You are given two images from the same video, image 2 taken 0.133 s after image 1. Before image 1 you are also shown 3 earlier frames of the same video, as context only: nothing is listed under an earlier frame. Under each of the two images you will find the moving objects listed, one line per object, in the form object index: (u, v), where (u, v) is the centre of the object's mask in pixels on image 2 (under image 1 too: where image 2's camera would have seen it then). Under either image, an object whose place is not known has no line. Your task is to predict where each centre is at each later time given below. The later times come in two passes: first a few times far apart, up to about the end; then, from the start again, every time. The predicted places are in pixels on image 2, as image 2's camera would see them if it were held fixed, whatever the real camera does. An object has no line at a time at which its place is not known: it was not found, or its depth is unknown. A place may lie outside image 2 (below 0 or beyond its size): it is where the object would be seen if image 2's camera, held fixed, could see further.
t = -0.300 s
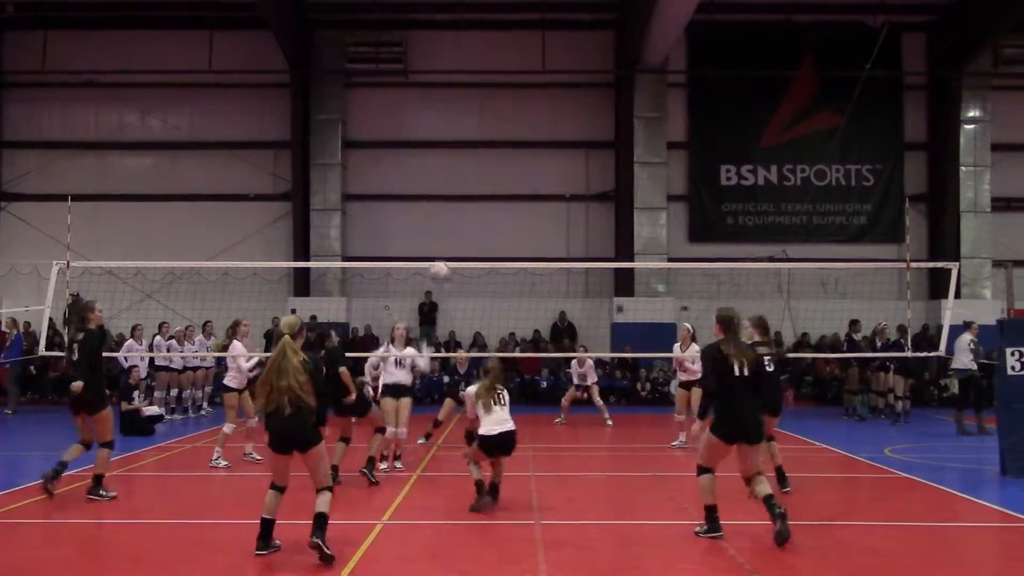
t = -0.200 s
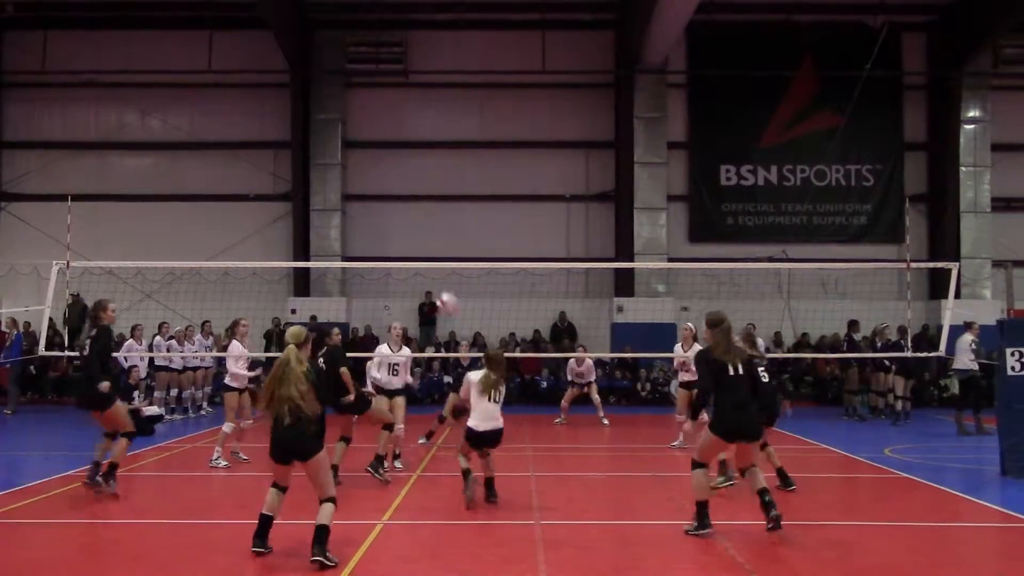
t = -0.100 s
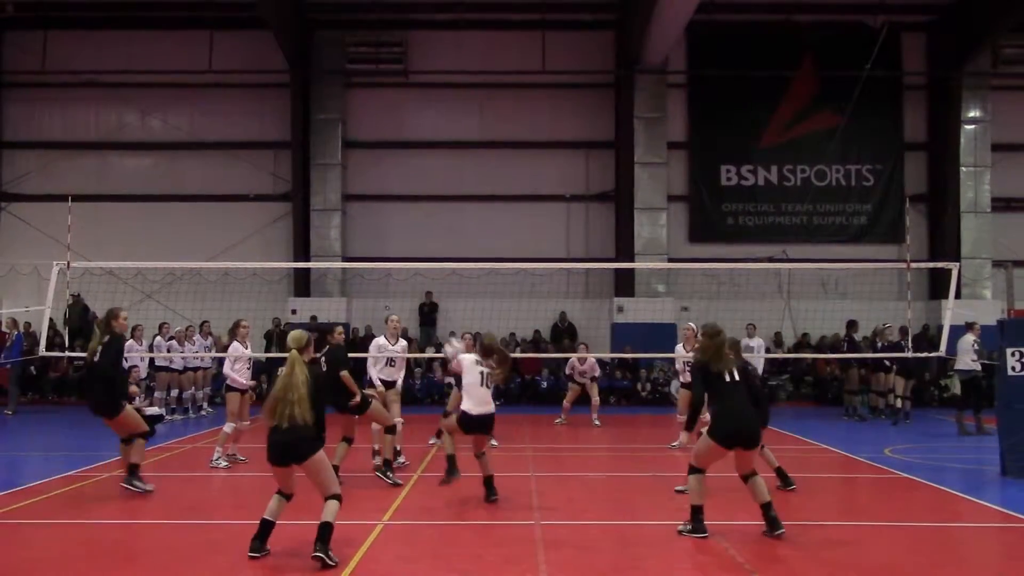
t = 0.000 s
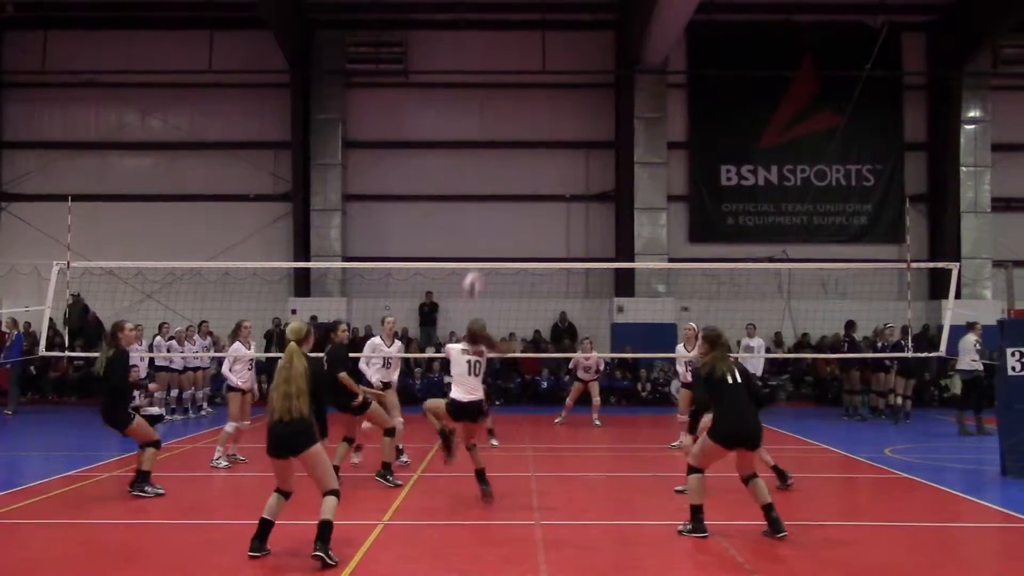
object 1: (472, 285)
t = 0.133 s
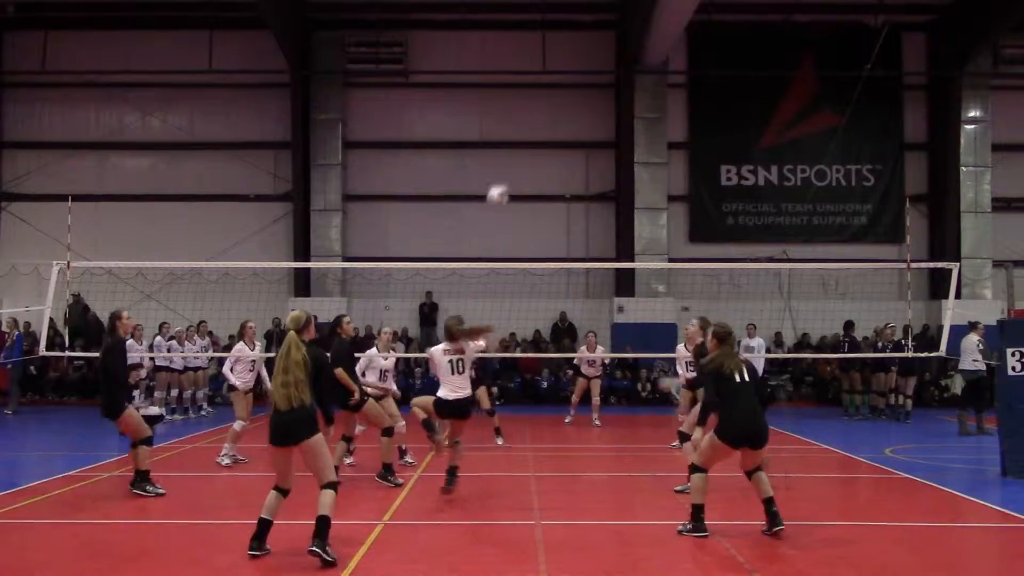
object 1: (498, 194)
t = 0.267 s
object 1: (523, 128)
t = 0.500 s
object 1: (566, 57)
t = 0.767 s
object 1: (612, 43)
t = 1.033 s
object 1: (657, 98)
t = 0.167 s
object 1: (504, 176)
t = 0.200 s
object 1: (510, 159)
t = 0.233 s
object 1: (516, 143)
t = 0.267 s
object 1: (523, 128)
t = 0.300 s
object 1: (528, 114)
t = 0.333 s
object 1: (534, 101)
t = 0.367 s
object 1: (541, 91)
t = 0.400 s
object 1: (547, 81)
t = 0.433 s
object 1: (553, 72)
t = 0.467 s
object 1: (559, 64)
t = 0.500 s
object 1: (566, 57)
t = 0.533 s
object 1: (572, 52)
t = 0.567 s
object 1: (577, 46)
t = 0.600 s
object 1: (582, 43)
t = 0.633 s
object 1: (589, 41)
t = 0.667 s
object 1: (595, 40)
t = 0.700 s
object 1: (601, 40)
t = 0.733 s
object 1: (606, 41)
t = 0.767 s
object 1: (612, 43)
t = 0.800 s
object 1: (618, 47)
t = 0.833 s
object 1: (624, 51)
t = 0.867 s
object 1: (629, 56)
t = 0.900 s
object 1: (636, 63)
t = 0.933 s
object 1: (641, 70)
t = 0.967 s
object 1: (646, 79)
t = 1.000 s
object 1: (652, 88)
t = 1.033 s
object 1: (657, 98)
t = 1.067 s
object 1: (663, 109)
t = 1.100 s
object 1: (669, 124)
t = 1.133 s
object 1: (674, 137)
